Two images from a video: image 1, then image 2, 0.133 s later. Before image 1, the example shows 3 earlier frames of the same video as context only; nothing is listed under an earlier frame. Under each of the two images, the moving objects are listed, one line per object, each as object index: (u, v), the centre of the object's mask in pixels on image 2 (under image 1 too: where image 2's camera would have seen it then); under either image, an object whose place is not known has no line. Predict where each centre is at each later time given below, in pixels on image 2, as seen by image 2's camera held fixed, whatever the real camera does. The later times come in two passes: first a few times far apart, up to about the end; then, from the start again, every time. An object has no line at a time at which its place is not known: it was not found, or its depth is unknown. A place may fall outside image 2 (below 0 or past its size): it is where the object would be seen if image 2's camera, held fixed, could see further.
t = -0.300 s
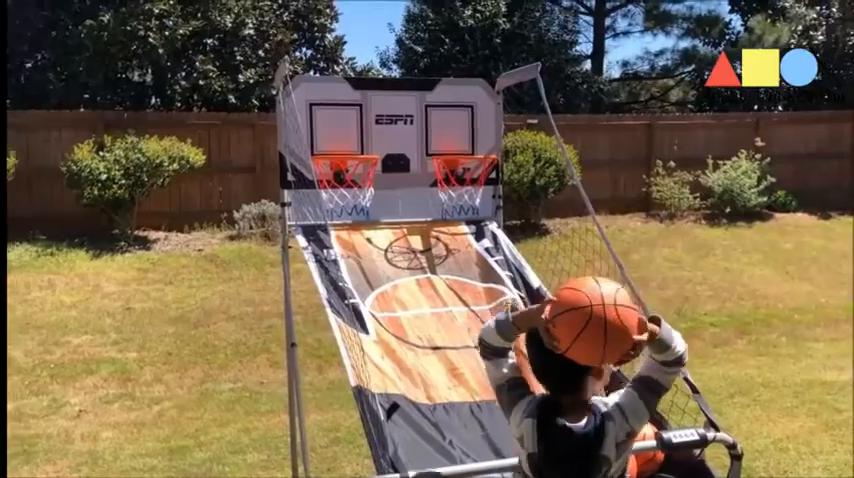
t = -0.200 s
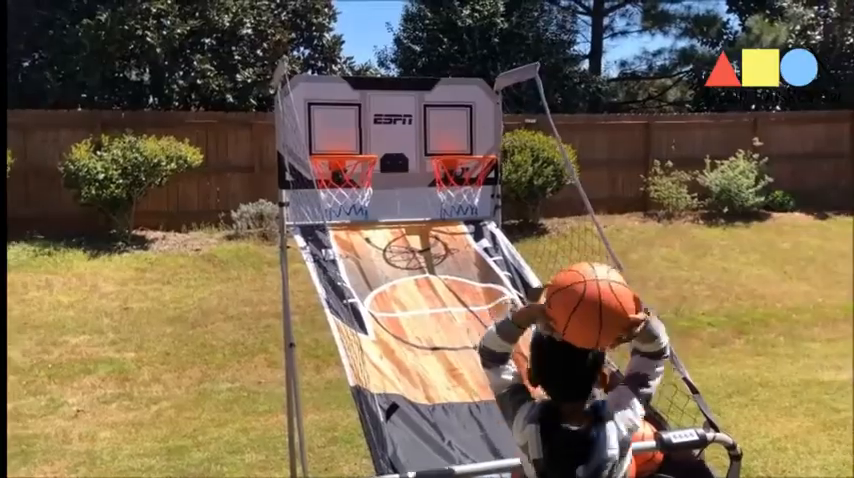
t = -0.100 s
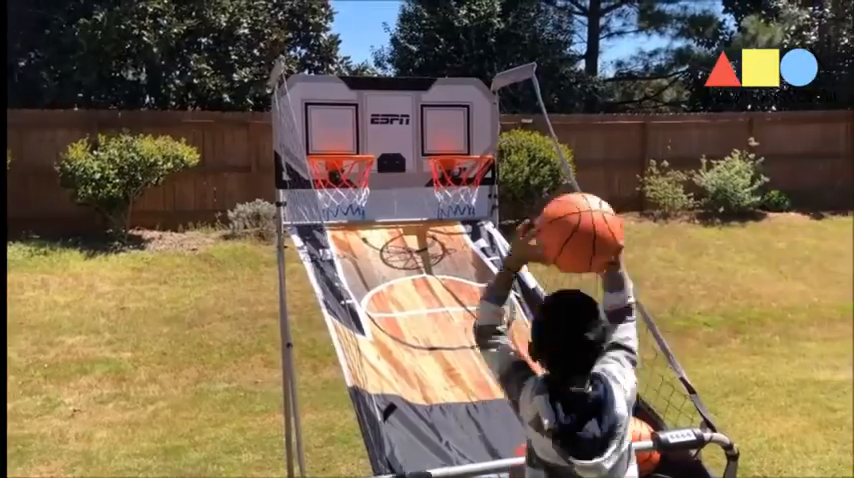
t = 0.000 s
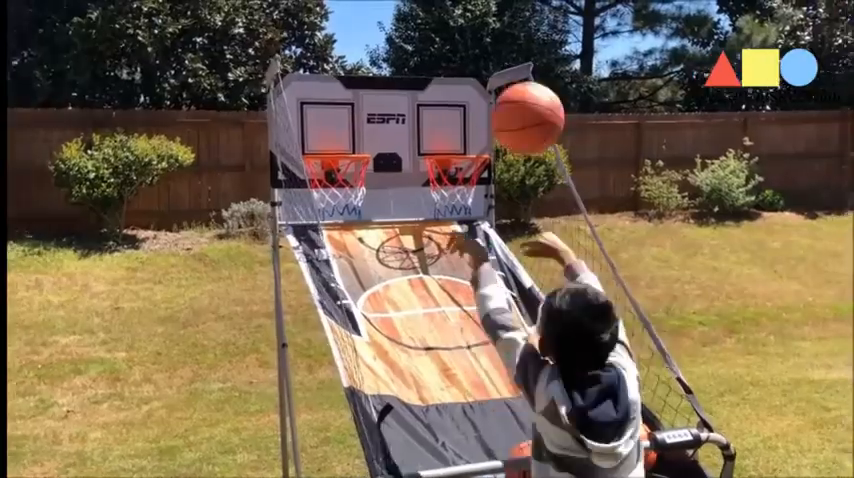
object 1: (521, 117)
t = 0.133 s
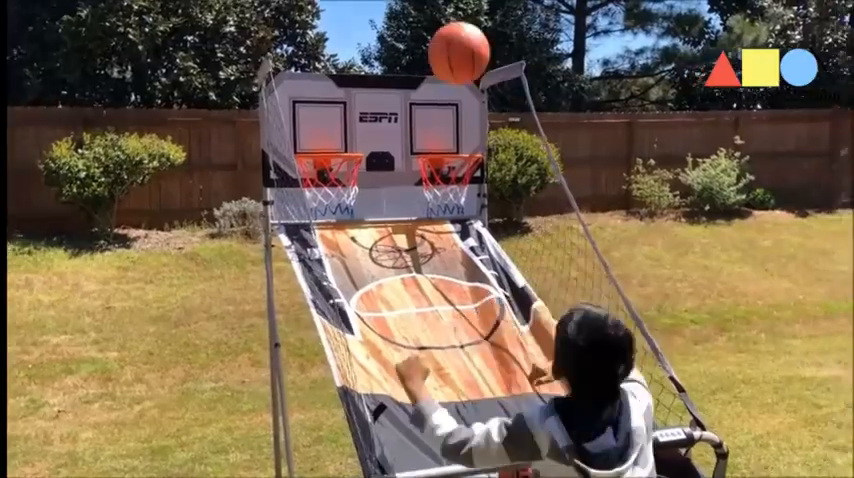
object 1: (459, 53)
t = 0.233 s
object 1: (423, 53)
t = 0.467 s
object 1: (364, 144)
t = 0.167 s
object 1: (446, 49)
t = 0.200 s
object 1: (434, 50)
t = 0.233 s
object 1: (423, 53)
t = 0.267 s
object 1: (413, 59)
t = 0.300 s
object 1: (403, 68)
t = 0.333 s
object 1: (395, 79)
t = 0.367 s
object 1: (386, 93)
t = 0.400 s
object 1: (378, 109)
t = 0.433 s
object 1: (371, 125)
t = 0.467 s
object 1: (364, 144)
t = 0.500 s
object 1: (375, 146)
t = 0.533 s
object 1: (396, 142)
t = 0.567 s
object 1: (416, 141)
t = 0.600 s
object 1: (435, 139)
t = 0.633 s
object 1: (455, 145)
